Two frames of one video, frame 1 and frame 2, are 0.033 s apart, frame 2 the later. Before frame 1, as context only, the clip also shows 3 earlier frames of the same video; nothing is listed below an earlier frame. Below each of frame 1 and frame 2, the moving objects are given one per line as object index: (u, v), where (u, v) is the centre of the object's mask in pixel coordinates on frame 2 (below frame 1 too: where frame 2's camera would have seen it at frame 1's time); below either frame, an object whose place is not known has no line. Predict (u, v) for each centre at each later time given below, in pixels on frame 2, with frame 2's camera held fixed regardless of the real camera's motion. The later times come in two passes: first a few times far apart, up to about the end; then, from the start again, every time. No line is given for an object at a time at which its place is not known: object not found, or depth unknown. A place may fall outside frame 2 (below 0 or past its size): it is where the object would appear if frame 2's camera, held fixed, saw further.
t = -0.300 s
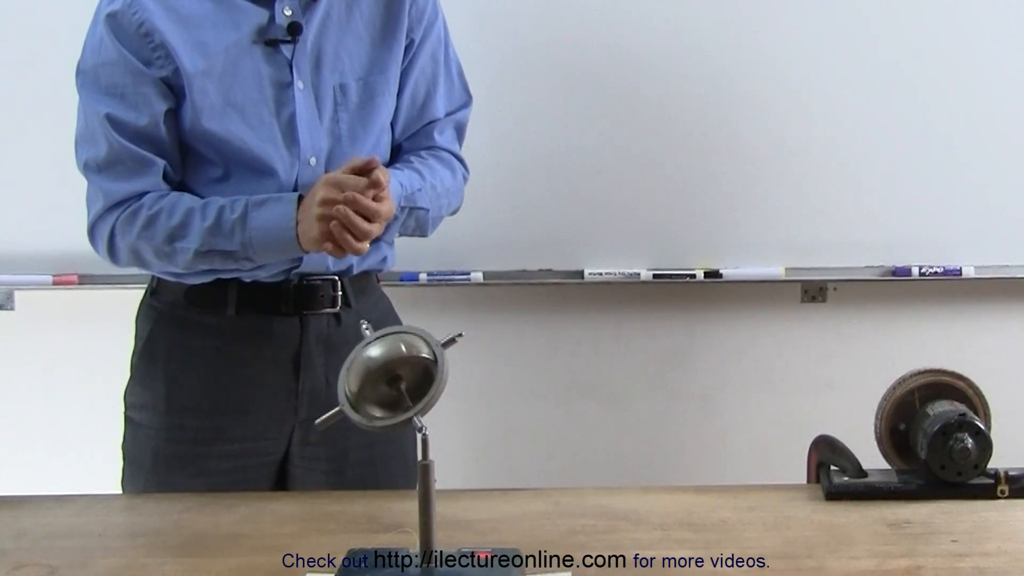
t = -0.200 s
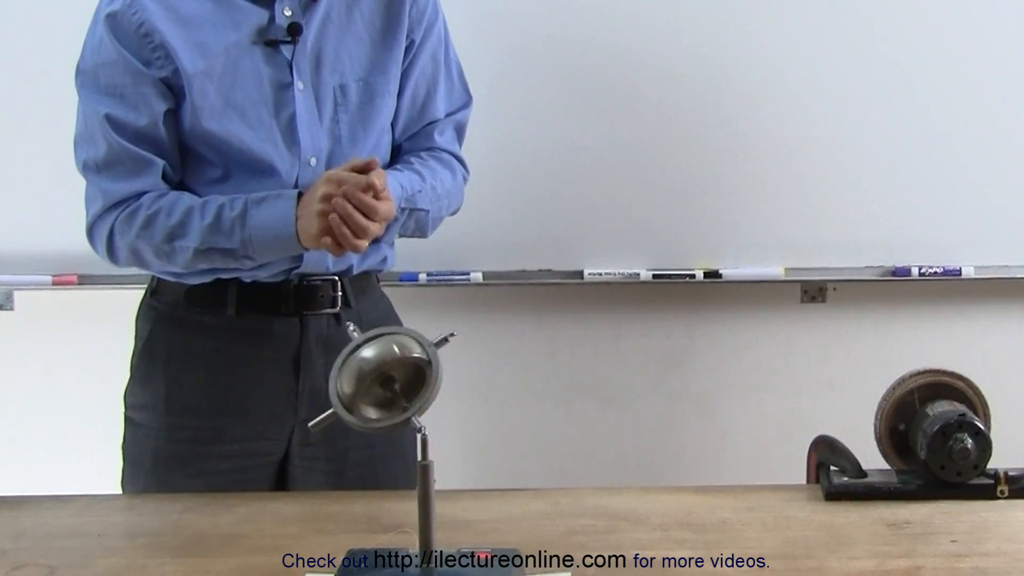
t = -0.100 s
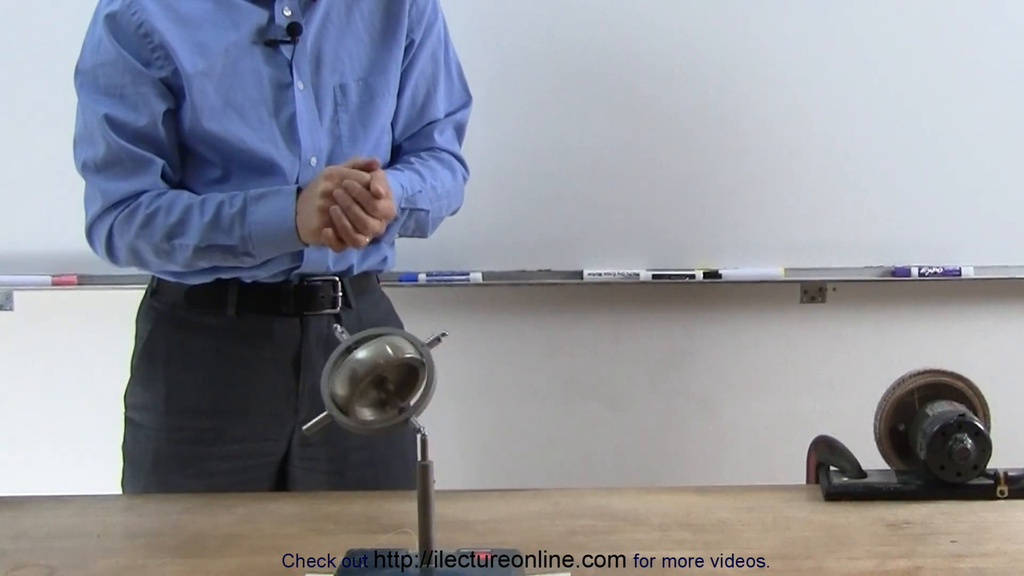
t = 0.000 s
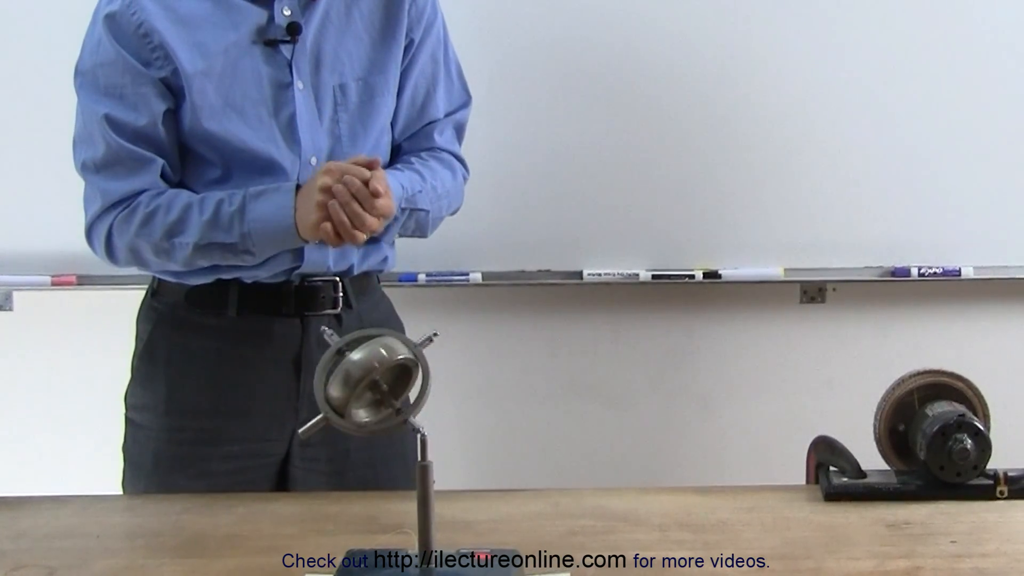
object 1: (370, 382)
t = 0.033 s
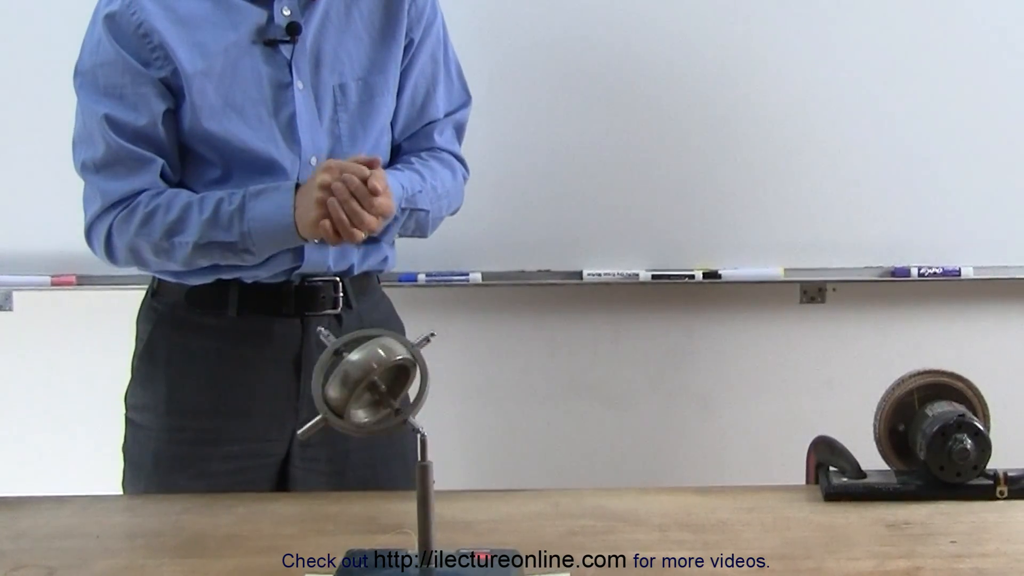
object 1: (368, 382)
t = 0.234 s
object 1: (360, 385)
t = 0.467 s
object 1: (354, 388)
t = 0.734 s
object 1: (353, 391)
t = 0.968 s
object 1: (358, 394)
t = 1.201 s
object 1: (368, 397)
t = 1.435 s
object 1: (383, 399)
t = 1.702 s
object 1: (402, 401)
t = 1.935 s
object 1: (422, 401)
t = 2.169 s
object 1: (442, 400)
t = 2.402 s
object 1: (461, 397)
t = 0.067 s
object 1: (367, 383)
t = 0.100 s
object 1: (365, 383)
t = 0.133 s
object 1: (364, 384)
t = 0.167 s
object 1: (362, 384)
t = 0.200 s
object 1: (361, 385)
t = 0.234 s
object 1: (360, 385)
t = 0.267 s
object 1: (359, 385)
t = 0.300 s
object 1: (358, 386)
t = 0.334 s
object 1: (357, 386)
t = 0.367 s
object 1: (356, 387)
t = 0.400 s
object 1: (355, 387)
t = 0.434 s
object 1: (355, 387)
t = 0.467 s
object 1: (354, 388)
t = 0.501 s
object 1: (354, 388)
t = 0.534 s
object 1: (353, 389)
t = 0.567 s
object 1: (353, 389)
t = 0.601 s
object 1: (353, 390)
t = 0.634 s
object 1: (353, 390)
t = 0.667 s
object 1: (353, 391)
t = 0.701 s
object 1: (353, 391)
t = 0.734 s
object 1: (353, 391)
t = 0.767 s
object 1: (353, 392)
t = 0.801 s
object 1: (354, 392)
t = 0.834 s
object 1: (355, 392)
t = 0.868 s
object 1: (355, 392)
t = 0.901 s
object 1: (356, 393)
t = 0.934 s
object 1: (357, 393)
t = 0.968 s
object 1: (358, 394)
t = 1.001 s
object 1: (359, 394)
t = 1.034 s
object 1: (360, 395)
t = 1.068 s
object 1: (362, 395)
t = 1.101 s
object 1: (363, 396)
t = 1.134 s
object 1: (365, 397)
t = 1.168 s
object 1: (367, 397)
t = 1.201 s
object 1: (368, 397)
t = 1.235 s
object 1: (370, 397)
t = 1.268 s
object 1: (372, 398)
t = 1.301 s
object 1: (374, 398)
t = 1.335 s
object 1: (376, 399)
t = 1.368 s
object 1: (378, 399)
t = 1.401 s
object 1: (380, 399)
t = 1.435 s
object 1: (383, 399)
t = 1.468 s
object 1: (385, 399)
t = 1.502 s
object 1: (387, 400)
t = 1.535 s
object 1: (389, 399)
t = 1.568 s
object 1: (392, 400)
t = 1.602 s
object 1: (395, 400)
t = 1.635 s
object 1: (397, 401)
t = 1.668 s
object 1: (400, 401)
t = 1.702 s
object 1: (402, 401)
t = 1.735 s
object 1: (405, 401)
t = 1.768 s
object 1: (408, 401)
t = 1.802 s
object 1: (411, 401)
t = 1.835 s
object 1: (414, 401)
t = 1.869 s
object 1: (416, 401)
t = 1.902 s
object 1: (419, 401)
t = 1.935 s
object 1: (422, 401)
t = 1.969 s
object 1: (425, 401)
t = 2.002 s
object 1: (427, 401)
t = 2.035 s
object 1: (431, 400)
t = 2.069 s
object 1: (433, 400)
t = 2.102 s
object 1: (436, 400)
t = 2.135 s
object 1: (439, 400)
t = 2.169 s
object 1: (442, 400)
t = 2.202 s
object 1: (445, 399)
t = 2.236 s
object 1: (448, 399)
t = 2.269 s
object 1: (451, 399)
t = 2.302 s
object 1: (454, 399)
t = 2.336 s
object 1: (457, 398)
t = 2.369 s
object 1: (459, 398)
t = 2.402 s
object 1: (461, 397)
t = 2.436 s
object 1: (464, 397)
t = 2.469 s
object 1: (466, 396)
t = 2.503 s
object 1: (468, 396)
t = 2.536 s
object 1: (471, 395)
